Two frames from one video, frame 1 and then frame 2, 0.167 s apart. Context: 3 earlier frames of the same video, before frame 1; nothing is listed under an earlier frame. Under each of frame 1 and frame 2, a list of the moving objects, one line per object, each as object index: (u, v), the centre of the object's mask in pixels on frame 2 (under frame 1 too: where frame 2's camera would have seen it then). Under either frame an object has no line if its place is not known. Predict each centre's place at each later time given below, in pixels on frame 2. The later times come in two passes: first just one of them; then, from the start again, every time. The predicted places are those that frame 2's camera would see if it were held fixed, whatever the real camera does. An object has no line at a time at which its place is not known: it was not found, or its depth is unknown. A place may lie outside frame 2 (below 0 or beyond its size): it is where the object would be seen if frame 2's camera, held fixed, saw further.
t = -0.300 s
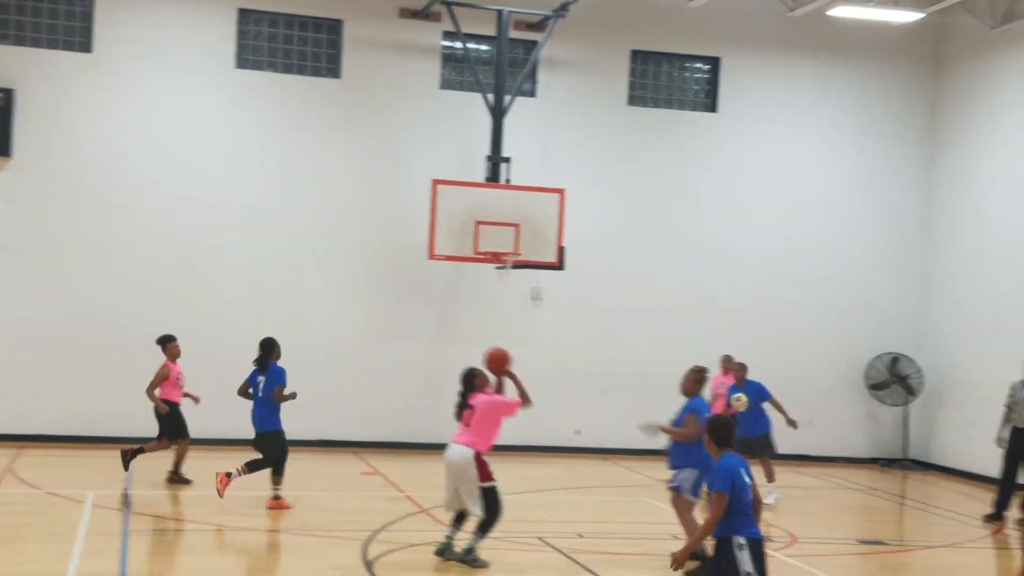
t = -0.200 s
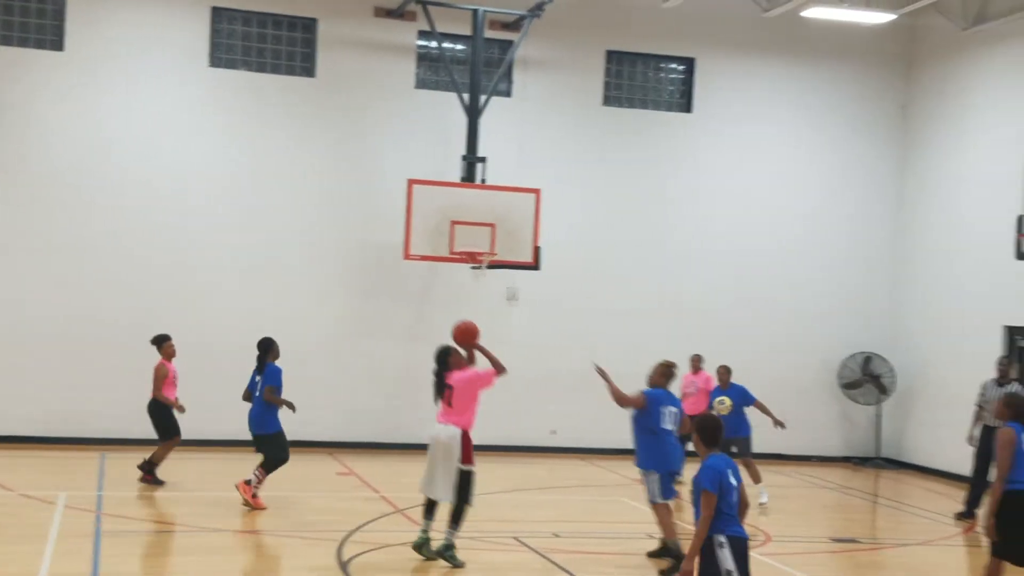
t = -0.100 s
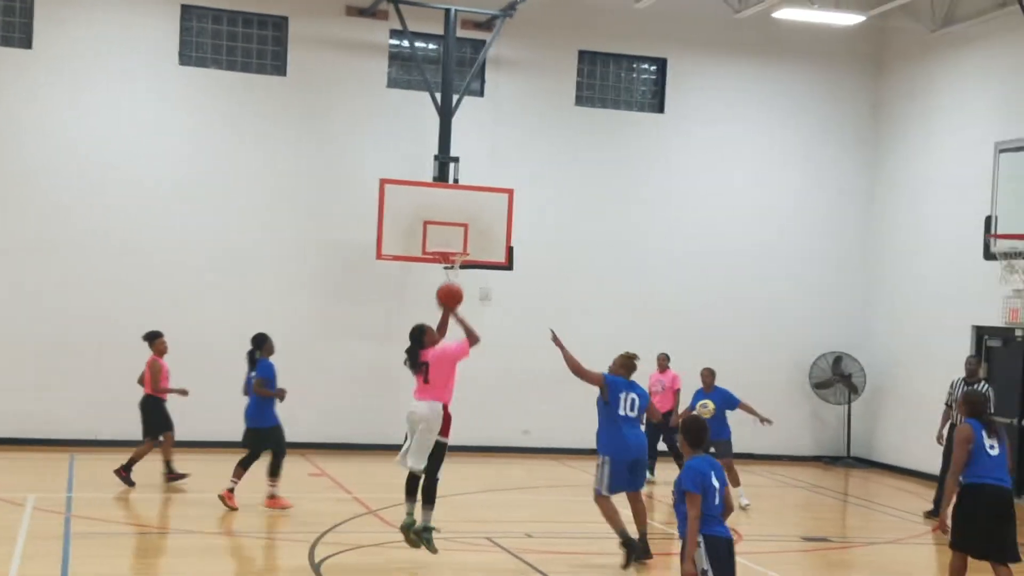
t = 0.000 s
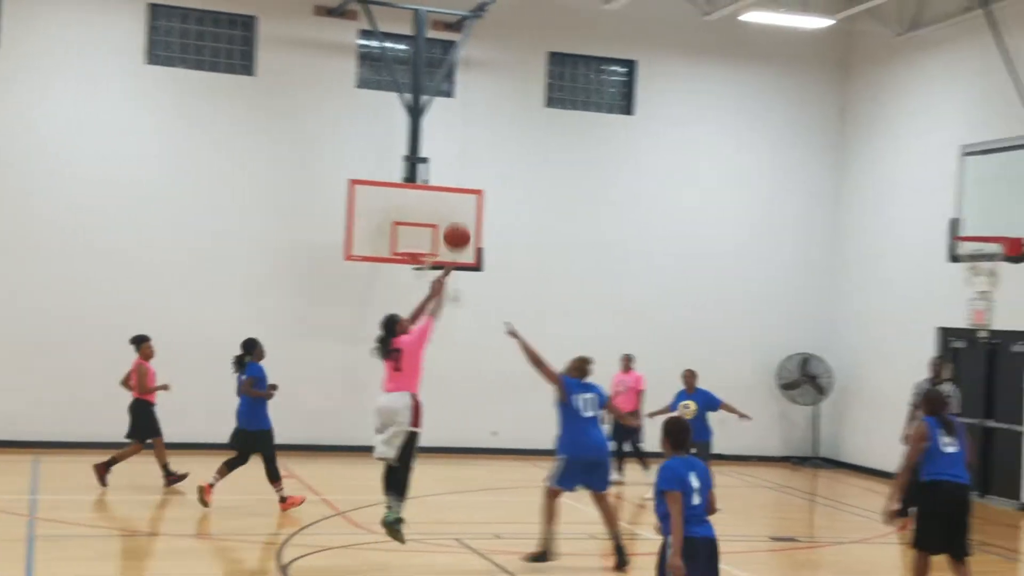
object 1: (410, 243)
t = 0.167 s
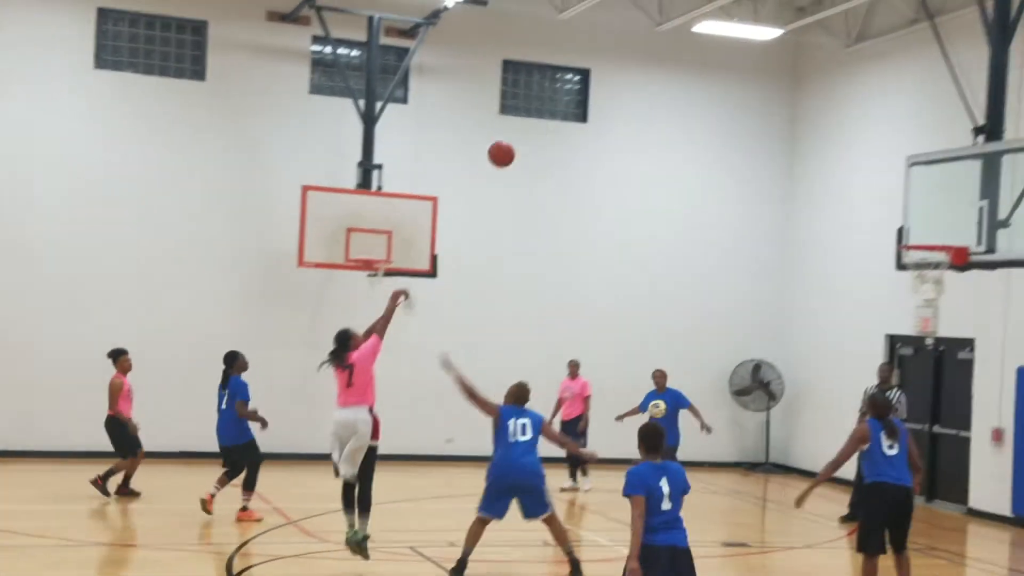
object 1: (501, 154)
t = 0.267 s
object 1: (555, 116)
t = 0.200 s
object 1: (519, 140)
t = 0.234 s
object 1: (537, 127)
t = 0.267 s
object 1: (555, 116)
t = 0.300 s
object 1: (569, 106)
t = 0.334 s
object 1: (585, 98)
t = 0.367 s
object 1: (602, 90)
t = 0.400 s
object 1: (619, 84)
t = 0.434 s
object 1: (635, 79)
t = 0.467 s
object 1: (650, 76)
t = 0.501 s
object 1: (665, 73)
